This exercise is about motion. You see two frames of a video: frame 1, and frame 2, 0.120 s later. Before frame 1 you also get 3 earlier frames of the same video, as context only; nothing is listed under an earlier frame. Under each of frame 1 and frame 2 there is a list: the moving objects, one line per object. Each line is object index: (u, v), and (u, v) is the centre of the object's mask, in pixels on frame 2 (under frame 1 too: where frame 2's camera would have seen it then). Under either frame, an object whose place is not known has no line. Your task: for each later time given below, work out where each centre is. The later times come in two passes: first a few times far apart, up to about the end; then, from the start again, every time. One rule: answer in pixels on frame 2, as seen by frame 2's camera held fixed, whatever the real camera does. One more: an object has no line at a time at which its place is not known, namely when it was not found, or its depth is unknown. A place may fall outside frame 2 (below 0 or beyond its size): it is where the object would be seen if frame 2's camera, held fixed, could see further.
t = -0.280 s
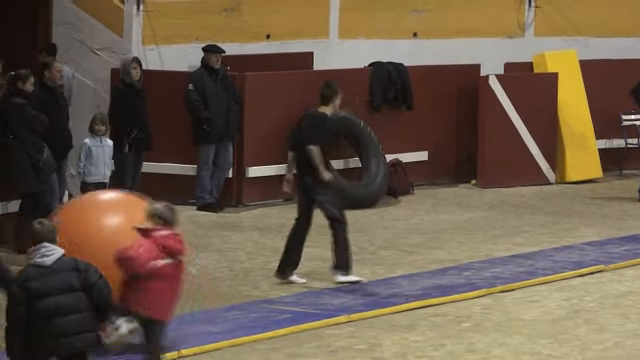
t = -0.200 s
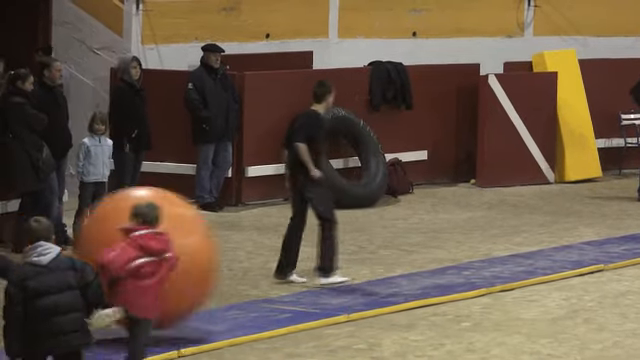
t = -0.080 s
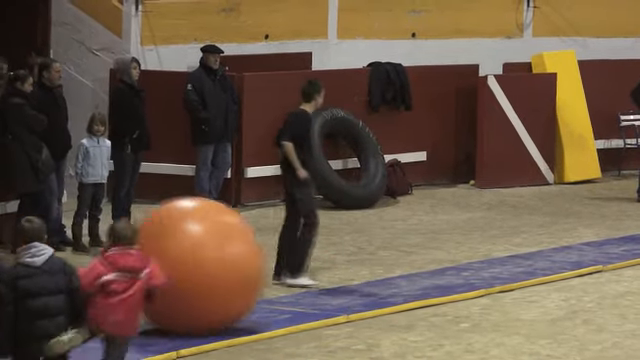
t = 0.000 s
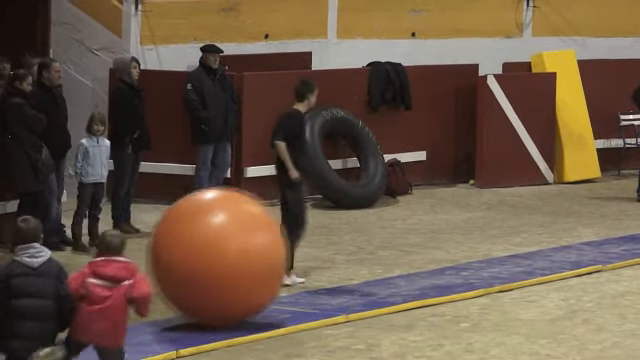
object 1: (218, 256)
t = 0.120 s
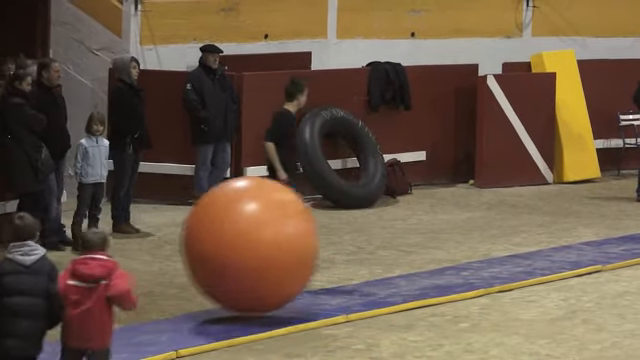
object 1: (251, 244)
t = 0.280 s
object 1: (291, 249)
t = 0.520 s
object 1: (344, 239)
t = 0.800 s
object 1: (400, 231)
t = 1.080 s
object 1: (451, 224)
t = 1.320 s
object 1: (492, 217)
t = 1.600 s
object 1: (534, 211)
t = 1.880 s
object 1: (572, 204)
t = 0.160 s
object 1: (261, 244)
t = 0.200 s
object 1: (271, 245)
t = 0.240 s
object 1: (281, 248)
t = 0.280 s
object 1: (291, 249)
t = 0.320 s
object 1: (301, 246)
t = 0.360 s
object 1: (310, 242)
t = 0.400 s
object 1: (319, 239)
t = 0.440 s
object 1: (327, 237)
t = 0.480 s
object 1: (336, 237)
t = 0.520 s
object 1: (344, 239)
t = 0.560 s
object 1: (353, 240)
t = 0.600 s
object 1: (361, 237)
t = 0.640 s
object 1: (369, 234)
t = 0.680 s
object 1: (377, 231)
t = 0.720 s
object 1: (385, 230)
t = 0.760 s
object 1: (393, 230)
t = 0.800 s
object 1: (400, 231)
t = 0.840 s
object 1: (408, 231)
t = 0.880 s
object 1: (416, 229)
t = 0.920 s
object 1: (423, 226)
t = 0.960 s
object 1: (430, 224)
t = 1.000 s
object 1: (438, 224)
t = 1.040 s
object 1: (445, 224)
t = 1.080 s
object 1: (451, 224)
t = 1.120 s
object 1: (458, 223)
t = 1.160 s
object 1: (465, 221)
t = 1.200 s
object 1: (472, 219)
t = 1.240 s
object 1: (478, 218)
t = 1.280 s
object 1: (485, 217)
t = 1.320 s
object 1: (492, 217)
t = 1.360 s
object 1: (498, 216)
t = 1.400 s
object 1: (504, 215)
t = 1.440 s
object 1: (510, 214)
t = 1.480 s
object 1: (516, 213)
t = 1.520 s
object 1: (522, 213)
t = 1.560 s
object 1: (527, 213)
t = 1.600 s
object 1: (534, 211)
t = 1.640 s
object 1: (539, 210)
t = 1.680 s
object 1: (545, 208)
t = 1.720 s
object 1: (551, 208)
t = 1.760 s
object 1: (556, 207)
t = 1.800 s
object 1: (561, 207)
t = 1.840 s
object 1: (567, 206)
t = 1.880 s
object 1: (572, 204)
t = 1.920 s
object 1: (577, 203)
